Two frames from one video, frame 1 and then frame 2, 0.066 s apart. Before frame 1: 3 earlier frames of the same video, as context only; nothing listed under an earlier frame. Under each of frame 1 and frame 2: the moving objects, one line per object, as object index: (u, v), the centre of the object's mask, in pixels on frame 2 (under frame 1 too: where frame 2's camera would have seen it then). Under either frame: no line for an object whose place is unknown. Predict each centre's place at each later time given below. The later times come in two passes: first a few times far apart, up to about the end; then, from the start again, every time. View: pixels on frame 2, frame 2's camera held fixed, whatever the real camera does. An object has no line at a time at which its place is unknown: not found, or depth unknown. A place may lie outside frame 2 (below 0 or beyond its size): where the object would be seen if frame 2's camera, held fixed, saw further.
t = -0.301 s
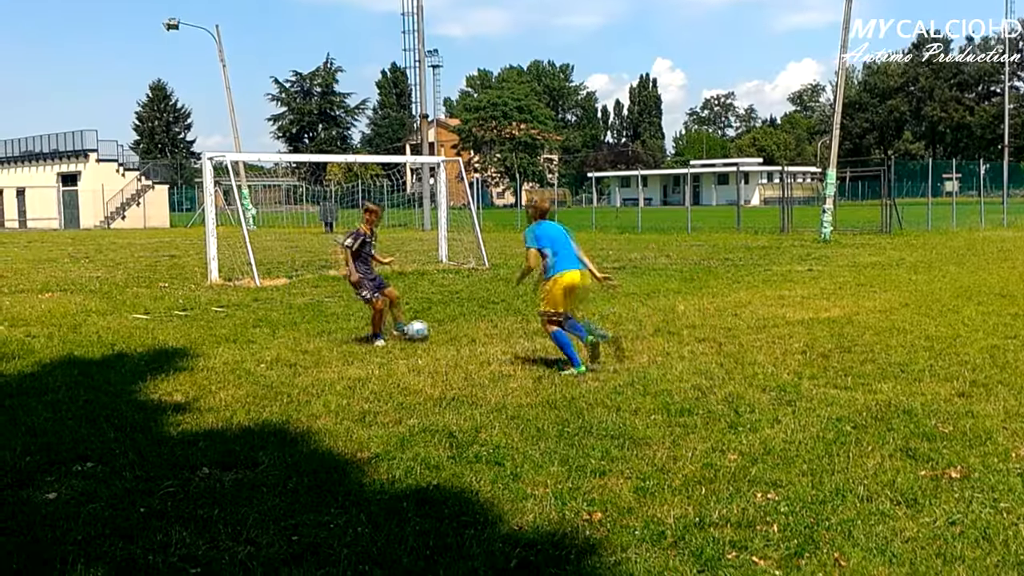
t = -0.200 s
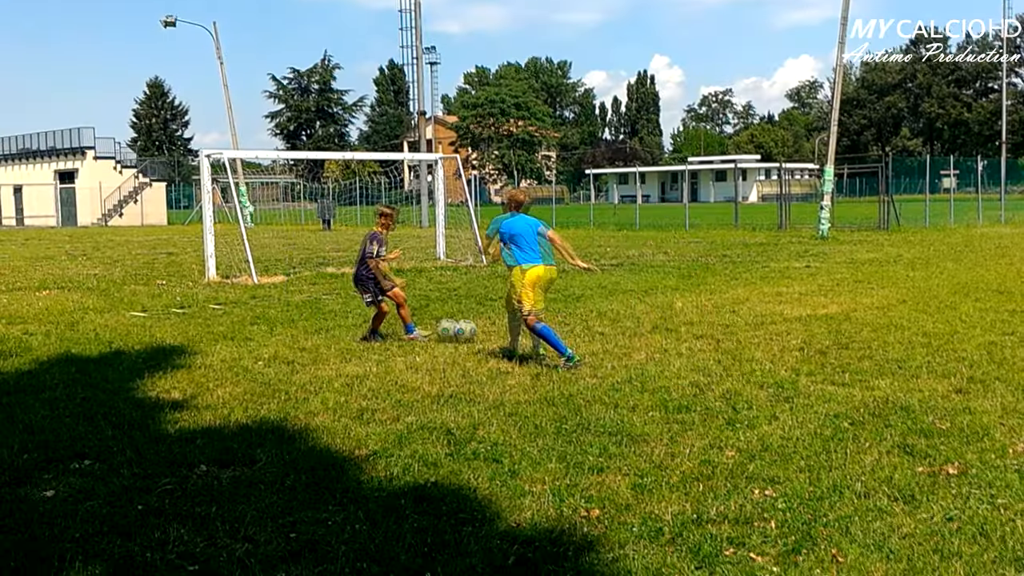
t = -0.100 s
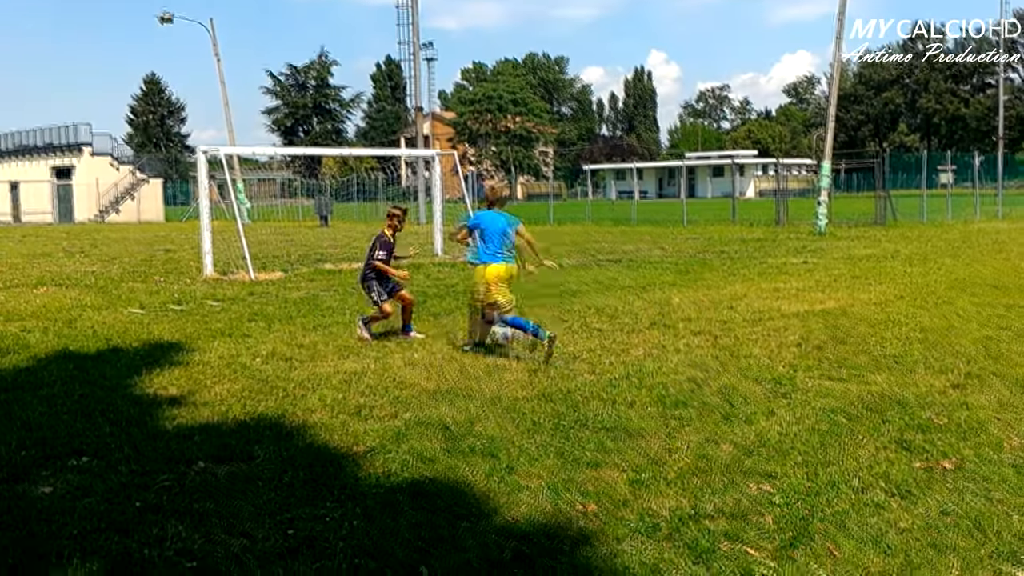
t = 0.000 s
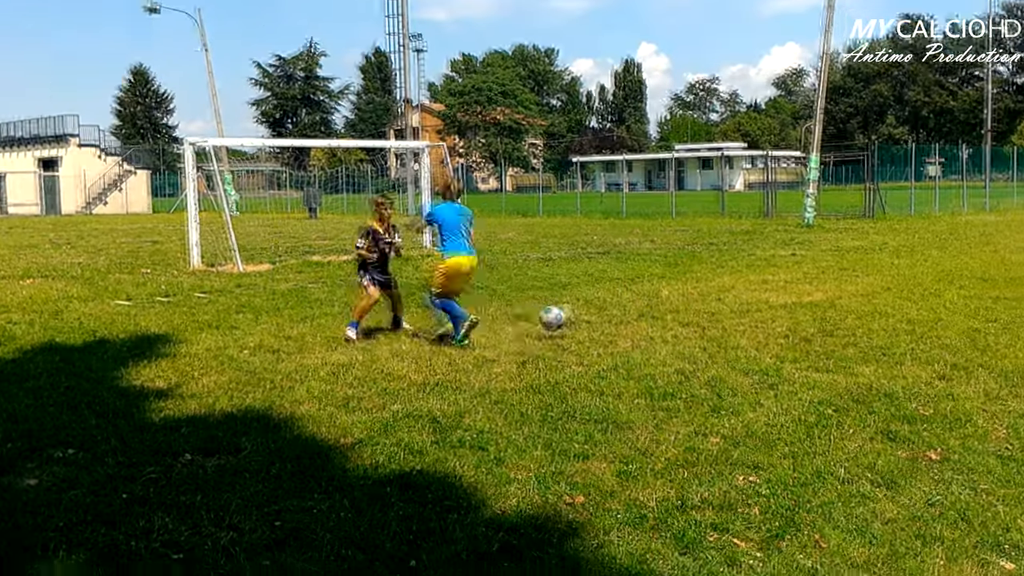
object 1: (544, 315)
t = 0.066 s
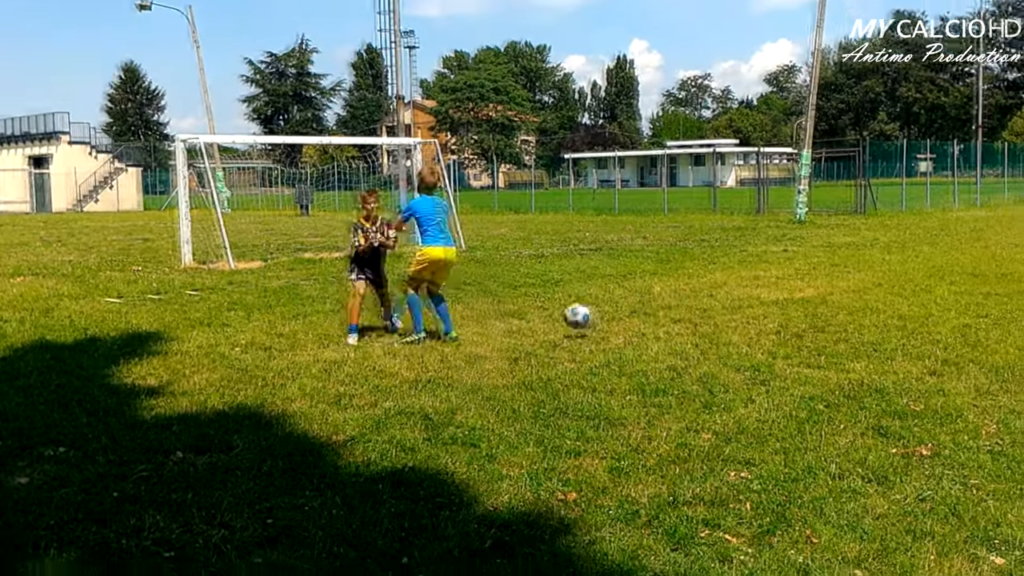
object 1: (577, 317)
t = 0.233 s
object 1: (655, 329)
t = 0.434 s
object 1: (733, 337)
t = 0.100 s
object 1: (594, 319)
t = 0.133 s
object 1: (611, 324)
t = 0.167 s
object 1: (627, 327)
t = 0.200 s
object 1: (643, 330)
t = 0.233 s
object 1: (655, 329)
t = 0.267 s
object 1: (667, 329)
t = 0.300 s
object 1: (681, 329)
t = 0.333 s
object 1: (694, 330)
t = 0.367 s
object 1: (706, 333)
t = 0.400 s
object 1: (720, 336)
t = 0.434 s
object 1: (733, 337)
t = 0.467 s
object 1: (747, 337)
